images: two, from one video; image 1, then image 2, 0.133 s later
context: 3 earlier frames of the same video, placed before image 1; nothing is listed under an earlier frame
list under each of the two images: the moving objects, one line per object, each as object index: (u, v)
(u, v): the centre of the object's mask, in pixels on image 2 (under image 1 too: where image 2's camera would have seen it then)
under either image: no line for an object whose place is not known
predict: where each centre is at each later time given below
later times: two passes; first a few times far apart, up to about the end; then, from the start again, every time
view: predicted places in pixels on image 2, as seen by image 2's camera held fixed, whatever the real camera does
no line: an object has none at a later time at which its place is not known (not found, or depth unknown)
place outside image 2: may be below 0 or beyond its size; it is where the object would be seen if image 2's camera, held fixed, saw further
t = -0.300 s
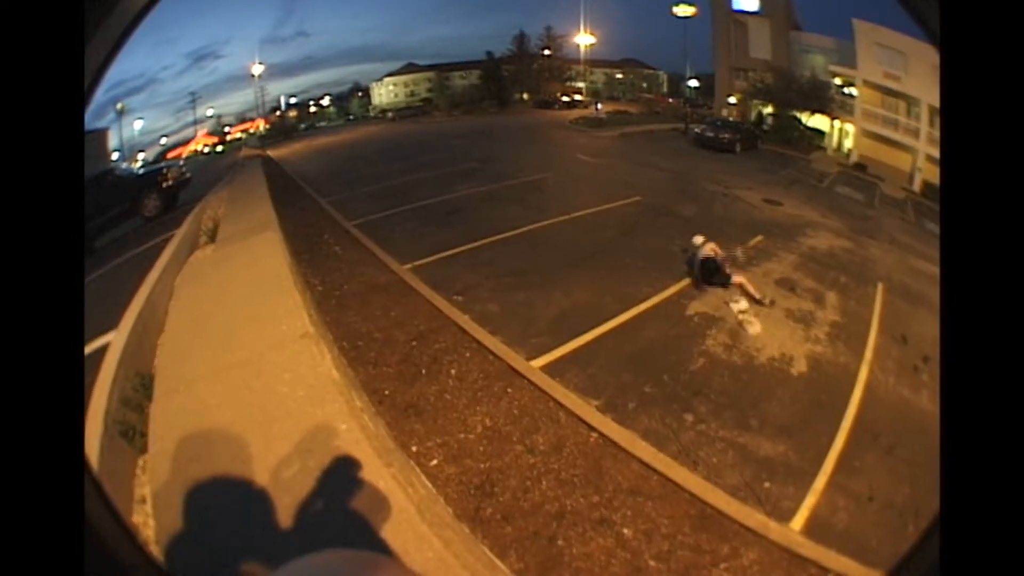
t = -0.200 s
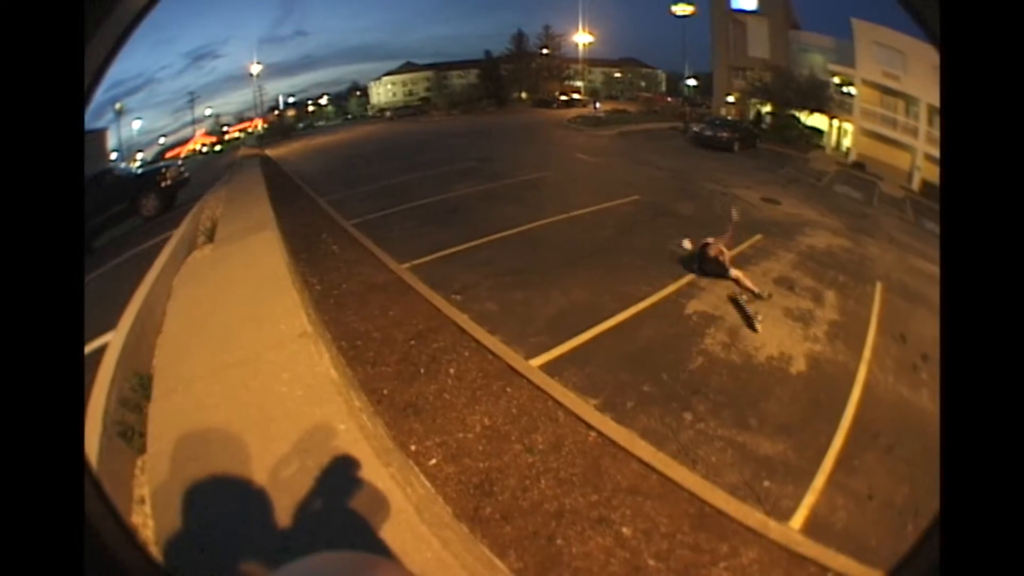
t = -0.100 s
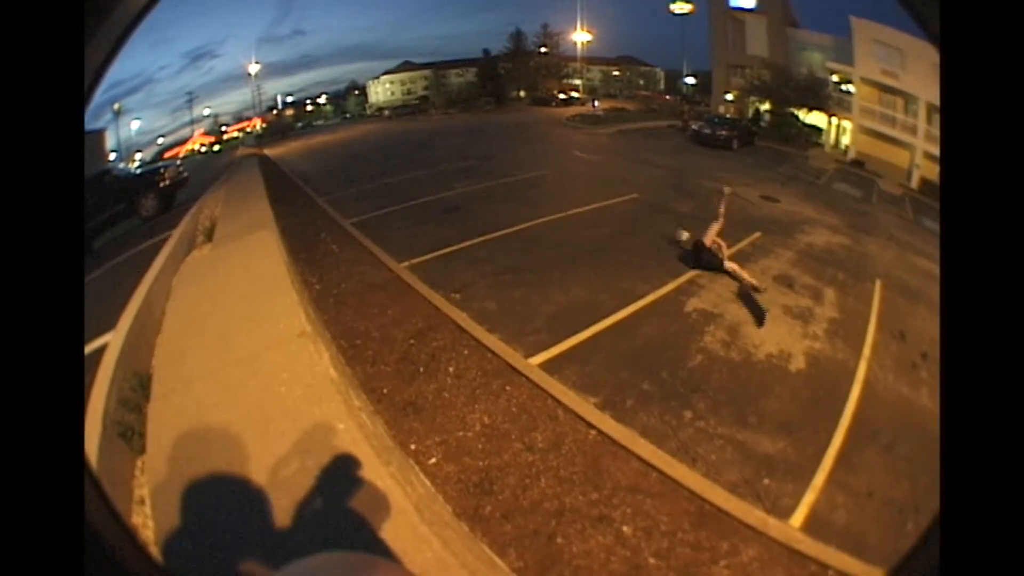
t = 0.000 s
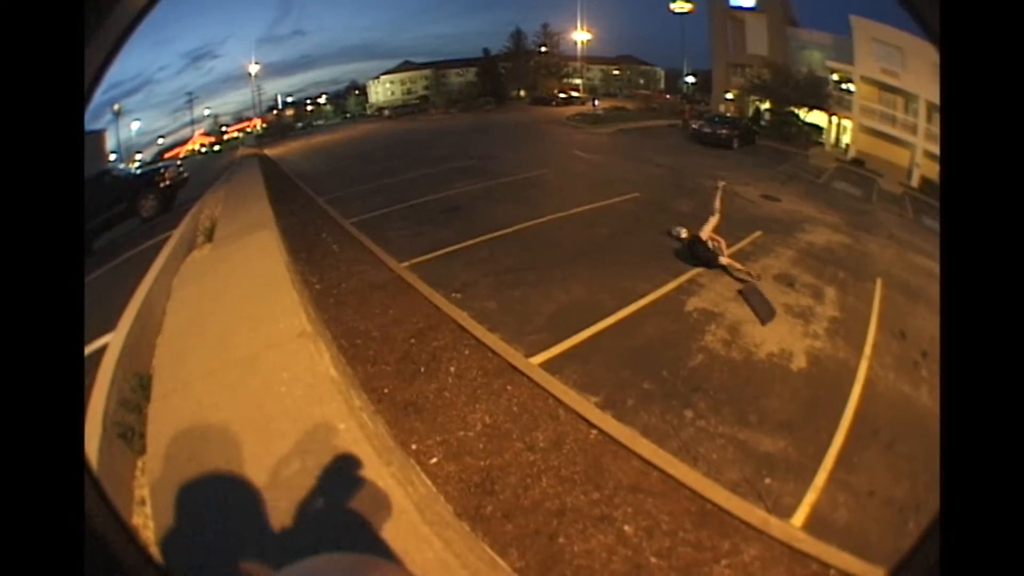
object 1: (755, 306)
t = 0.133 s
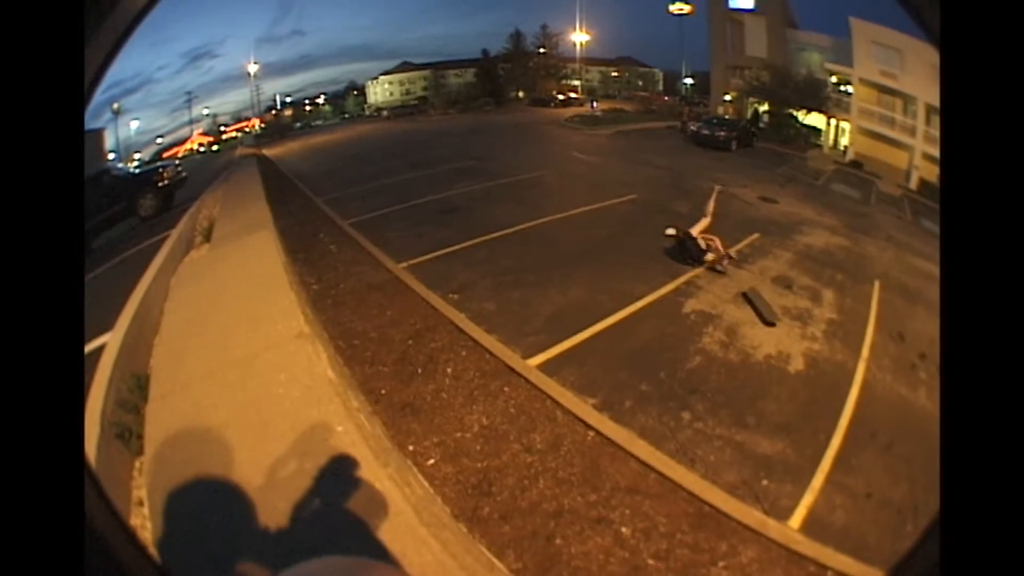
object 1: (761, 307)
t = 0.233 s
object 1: (762, 304)
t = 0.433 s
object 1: (760, 302)
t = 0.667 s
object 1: (757, 301)
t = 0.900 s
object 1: (755, 300)
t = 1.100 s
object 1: (753, 298)
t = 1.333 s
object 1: (751, 296)
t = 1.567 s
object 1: (749, 295)
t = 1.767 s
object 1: (747, 293)
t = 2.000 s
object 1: (746, 290)
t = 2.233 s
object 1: (743, 288)
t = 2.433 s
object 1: (742, 286)
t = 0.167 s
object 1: (761, 306)
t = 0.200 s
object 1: (761, 305)
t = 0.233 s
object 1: (762, 304)
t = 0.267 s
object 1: (762, 304)
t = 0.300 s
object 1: (761, 304)
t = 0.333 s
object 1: (761, 303)
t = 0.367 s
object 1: (761, 303)
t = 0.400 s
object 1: (760, 302)
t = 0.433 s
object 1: (760, 302)
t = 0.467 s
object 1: (759, 302)
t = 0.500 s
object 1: (759, 302)
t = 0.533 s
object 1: (758, 302)
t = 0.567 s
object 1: (758, 302)
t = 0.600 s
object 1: (758, 302)
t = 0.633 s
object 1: (758, 301)
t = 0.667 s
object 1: (757, 301)
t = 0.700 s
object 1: (757, 301)
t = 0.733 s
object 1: (756, 301)
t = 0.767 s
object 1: (756, 300)
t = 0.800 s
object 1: (756, 300)
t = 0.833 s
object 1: (755, 300)
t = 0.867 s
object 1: (755, 300)
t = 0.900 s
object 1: (755, 300)
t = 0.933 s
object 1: (755, 299)
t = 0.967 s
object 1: (755, 299)
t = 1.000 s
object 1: (754, 299)
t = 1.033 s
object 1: (754, 299)
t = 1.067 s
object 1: (754, 298)
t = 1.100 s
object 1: (753, 298)
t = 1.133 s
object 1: (753, 298)
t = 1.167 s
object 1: (752, 298)
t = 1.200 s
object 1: (752, 297)
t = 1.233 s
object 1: (752, 297)
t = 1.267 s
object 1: (752, 297)
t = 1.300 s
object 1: (752, 297)
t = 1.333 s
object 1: (751, 296)
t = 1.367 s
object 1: (751, 296)
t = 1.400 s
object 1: (751, 296)
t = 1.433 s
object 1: (750, 295)
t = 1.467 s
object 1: (750, 295)
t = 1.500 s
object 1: (749, 295)
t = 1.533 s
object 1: (749, 295)
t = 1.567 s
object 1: (749, 295)
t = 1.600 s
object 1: (748, 294)
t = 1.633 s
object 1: (748, 294)
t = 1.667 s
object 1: (748, 294)
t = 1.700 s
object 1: (748, 293)
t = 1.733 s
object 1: (747, 293)
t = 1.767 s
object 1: (747, 293)
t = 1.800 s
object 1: (747, 292)
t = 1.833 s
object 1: (747, 292)
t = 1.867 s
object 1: (746, 292)
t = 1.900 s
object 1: (746, 291)
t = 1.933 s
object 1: (746, 291)
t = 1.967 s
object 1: (746, 290)
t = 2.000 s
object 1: (746, 290)
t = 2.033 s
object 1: (745, 290)
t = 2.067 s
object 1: (745, 290)
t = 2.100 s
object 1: (744, 289)
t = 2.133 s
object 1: (744, 289)
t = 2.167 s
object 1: (744, 289)
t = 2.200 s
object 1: (743, 288)
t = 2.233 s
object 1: (743, 288)
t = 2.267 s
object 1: (743, 288)
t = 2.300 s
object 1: (743, 288)
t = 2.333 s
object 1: (742, 288)
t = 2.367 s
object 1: (742, 287)
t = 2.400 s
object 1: (742, 287)
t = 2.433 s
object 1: (742, 286)
